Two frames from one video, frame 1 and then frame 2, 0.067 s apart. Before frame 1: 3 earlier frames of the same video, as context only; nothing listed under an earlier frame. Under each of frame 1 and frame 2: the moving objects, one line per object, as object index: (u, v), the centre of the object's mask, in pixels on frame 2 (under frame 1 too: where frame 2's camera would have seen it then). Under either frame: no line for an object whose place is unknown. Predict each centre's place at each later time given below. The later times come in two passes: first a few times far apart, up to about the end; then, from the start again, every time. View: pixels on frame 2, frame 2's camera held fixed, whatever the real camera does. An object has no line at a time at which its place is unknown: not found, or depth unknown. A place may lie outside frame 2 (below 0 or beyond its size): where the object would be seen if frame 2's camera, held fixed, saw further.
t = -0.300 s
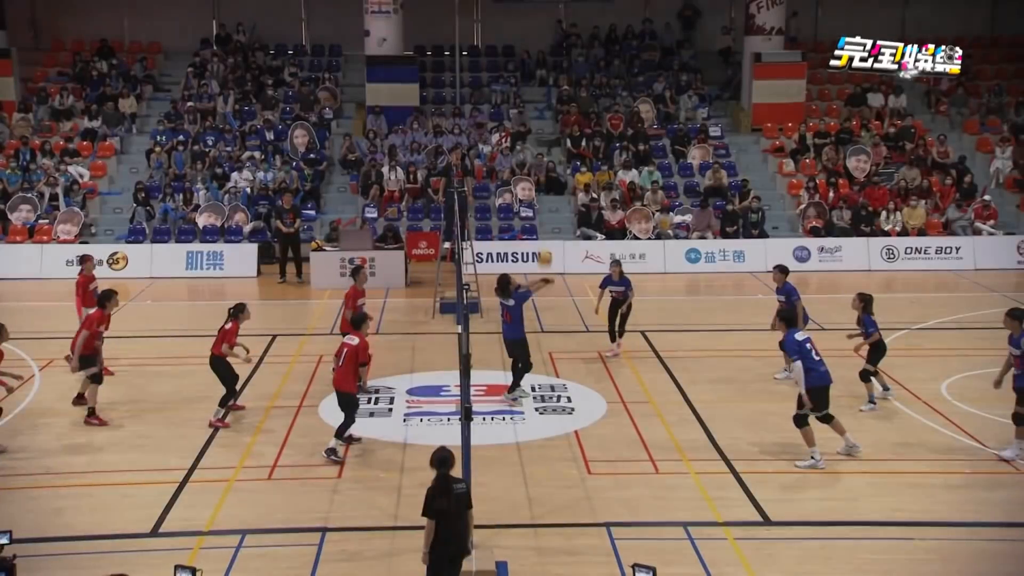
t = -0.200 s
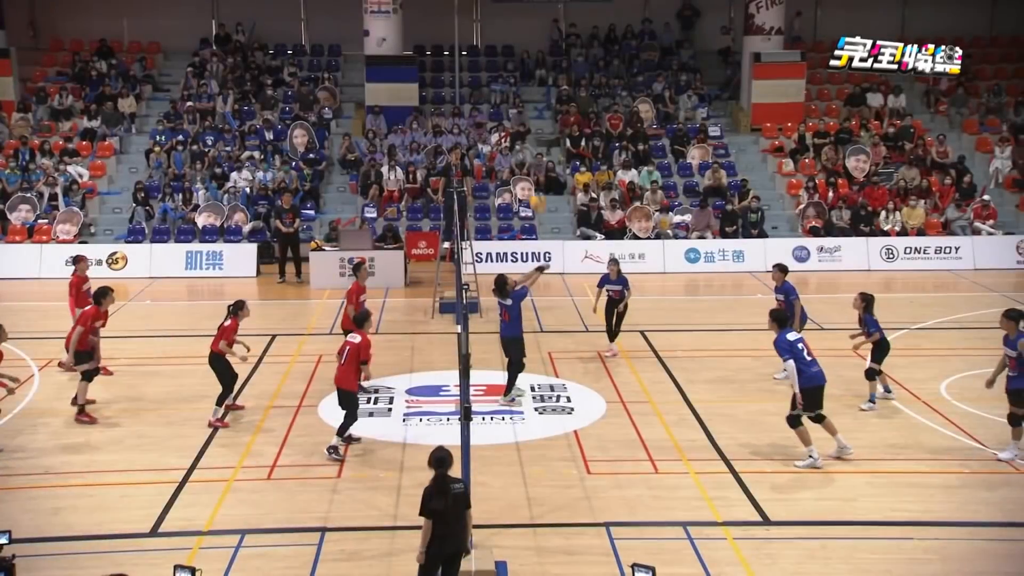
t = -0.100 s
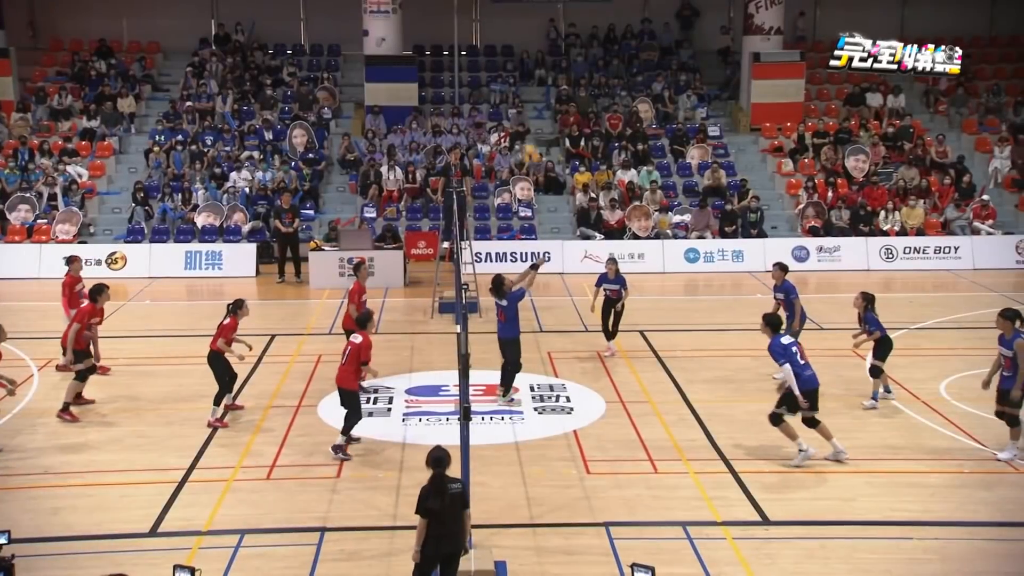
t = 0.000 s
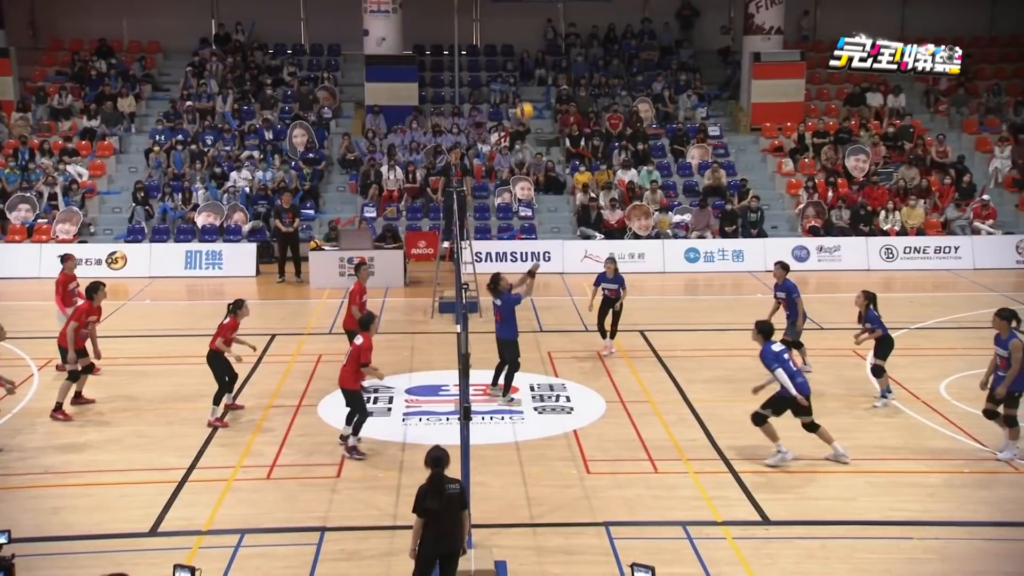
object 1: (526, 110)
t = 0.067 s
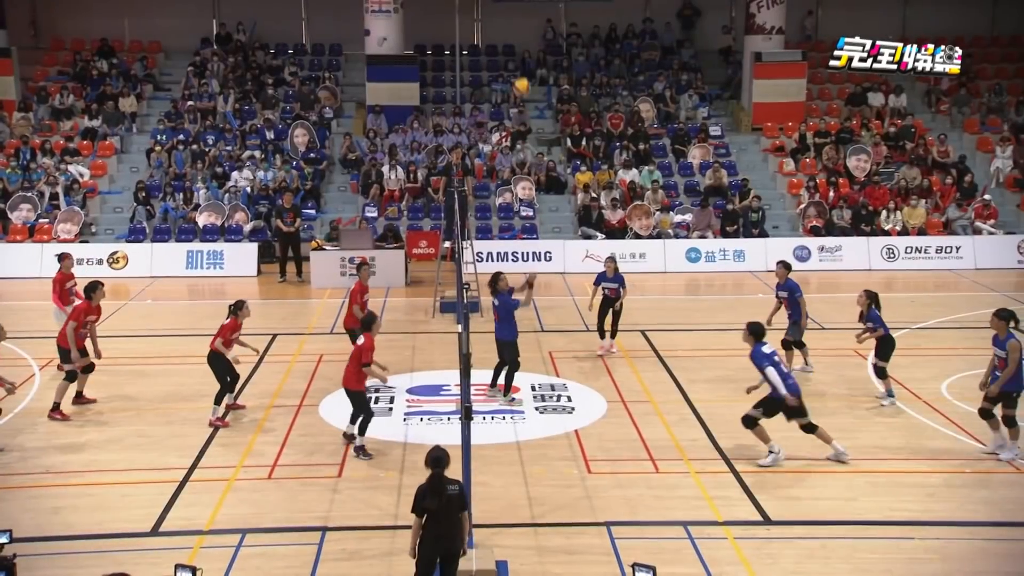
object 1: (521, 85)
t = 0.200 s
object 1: (513, 46)
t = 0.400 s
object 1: (500, 15)
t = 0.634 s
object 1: (484, 21)
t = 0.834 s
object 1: (471, 66)
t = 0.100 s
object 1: (519, 75)
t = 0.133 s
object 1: (517, 65)
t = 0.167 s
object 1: (515, 55)
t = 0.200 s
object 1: (513, 46)
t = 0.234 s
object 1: (511, 40)
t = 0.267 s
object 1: (508, 33)
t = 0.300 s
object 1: (506, 27)
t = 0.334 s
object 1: (504, 22)
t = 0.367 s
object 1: (502, 18)
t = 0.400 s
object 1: (500, 15)
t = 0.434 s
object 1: (498, 13)
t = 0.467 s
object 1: (495, 12)
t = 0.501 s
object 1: (493, 12)
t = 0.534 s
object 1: (491, 13)
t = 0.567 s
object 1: (488, 15)
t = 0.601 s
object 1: (486, 18)
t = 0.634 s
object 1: (484, 21)
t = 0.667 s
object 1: (482, 26)
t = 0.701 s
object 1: (479, 32)
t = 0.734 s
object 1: (477, 39)
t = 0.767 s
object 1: (475, 47)
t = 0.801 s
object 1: (473, 56)
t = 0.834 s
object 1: (471, 66)
